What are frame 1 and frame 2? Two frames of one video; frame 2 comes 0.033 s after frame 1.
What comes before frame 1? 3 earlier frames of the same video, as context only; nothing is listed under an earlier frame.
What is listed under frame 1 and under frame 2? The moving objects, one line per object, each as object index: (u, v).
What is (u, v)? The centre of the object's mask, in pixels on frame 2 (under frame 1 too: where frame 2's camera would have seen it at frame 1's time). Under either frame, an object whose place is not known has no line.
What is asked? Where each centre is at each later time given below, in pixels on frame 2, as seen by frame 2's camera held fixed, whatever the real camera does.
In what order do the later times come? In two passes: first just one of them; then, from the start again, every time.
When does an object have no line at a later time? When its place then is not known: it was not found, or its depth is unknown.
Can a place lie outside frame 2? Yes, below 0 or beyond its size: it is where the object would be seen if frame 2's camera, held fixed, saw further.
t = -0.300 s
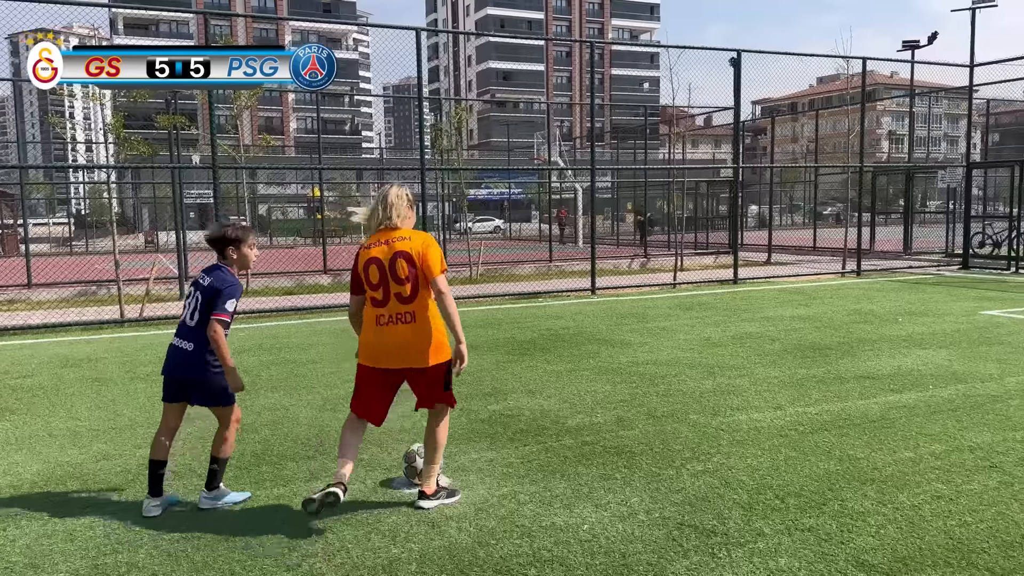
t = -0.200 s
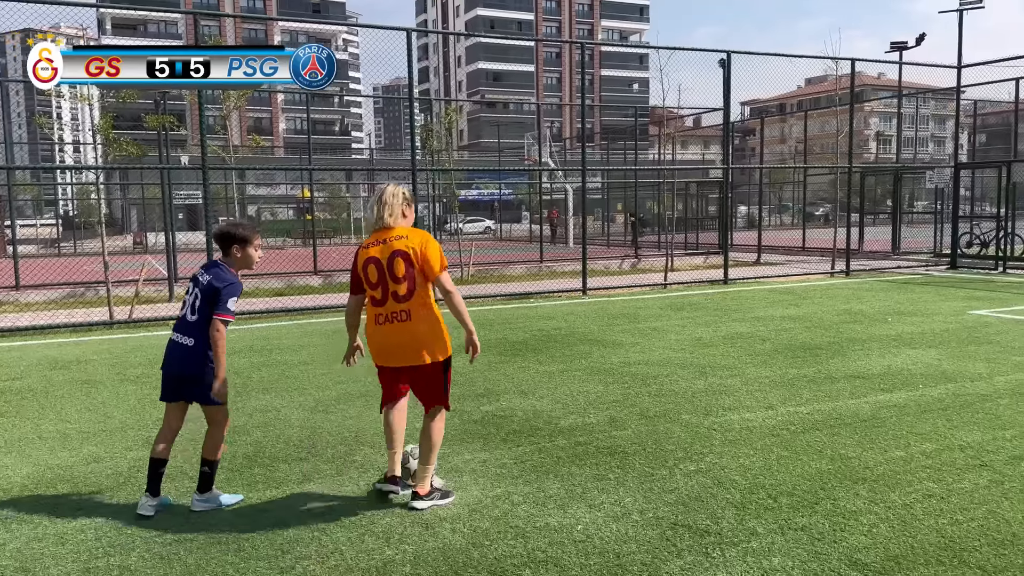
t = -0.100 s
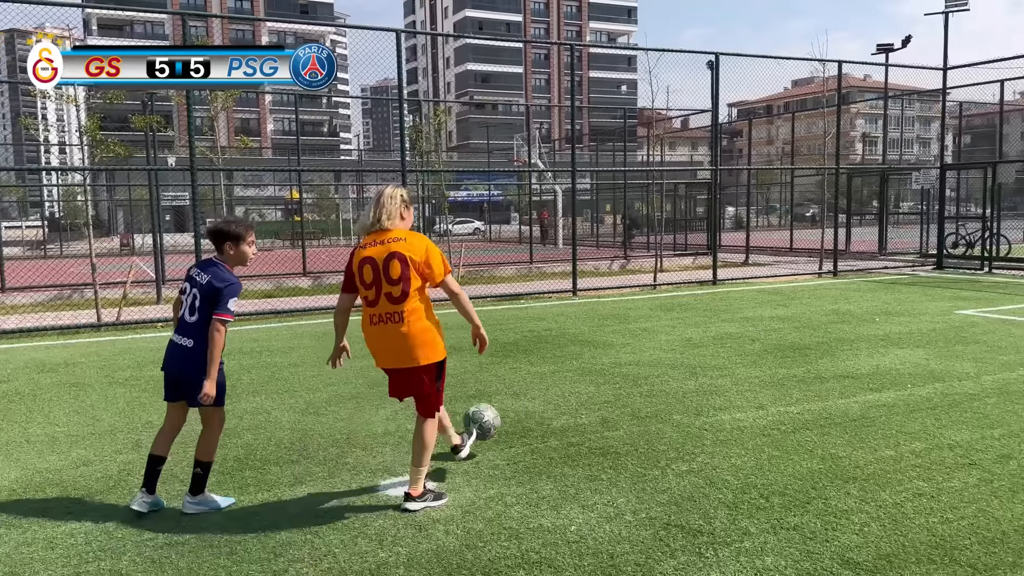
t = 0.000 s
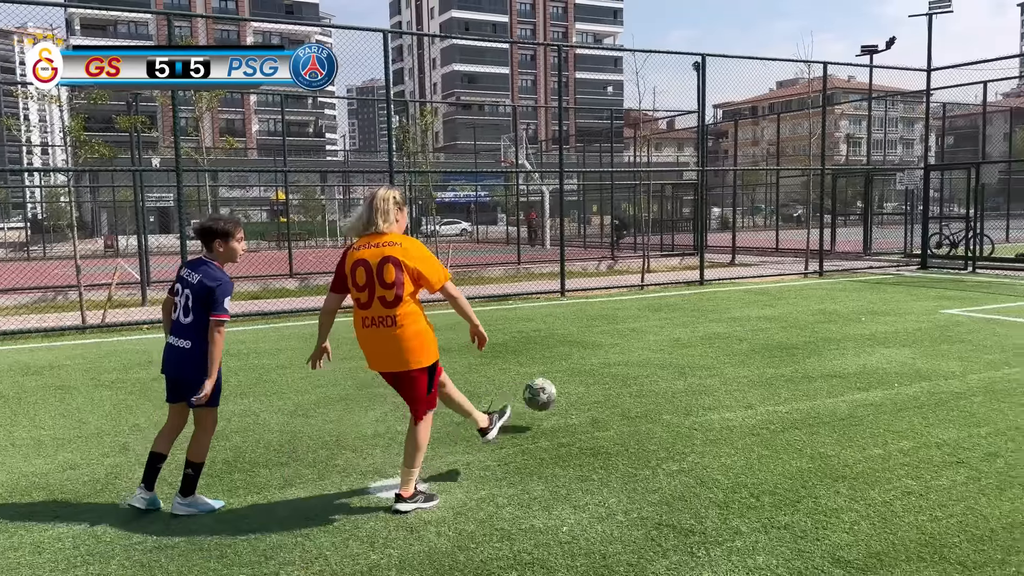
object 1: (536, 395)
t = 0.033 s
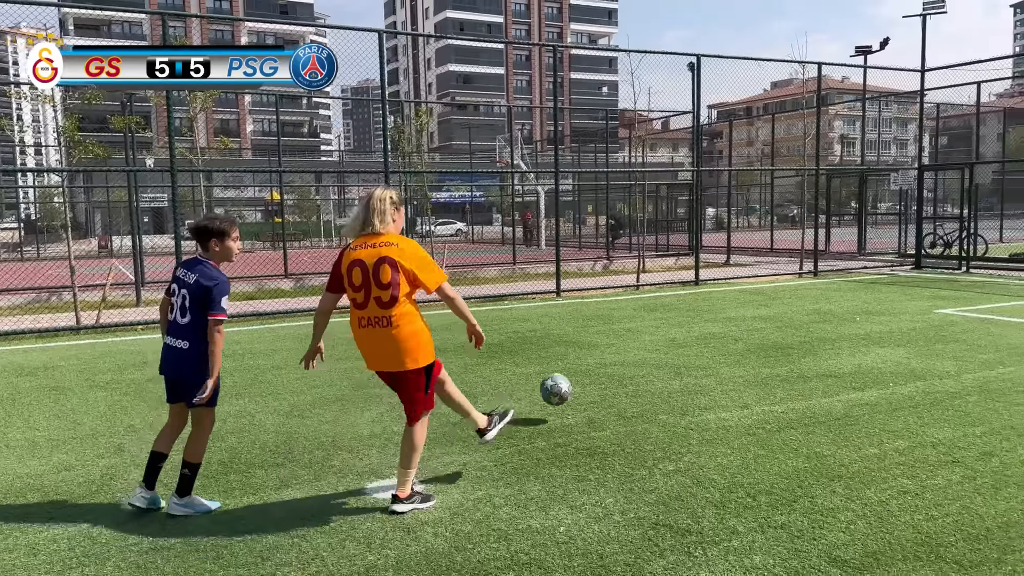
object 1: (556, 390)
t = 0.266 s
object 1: (651, 364)
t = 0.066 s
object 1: (573, 386)
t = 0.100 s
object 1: (591, 385)
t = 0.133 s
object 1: (607, 385)
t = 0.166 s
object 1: (621, 384)
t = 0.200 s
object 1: (632, 377)
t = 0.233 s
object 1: (642, 369)
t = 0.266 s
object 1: (651, 364)
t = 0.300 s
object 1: (660, 360)
